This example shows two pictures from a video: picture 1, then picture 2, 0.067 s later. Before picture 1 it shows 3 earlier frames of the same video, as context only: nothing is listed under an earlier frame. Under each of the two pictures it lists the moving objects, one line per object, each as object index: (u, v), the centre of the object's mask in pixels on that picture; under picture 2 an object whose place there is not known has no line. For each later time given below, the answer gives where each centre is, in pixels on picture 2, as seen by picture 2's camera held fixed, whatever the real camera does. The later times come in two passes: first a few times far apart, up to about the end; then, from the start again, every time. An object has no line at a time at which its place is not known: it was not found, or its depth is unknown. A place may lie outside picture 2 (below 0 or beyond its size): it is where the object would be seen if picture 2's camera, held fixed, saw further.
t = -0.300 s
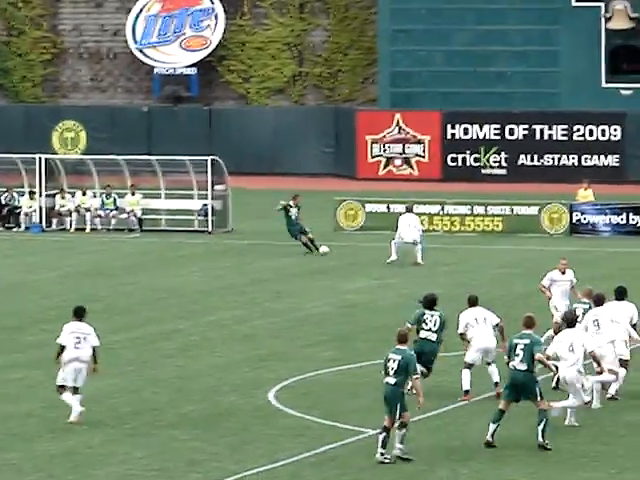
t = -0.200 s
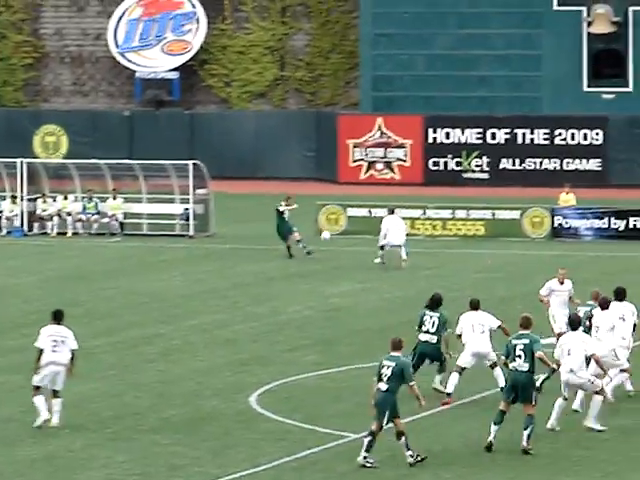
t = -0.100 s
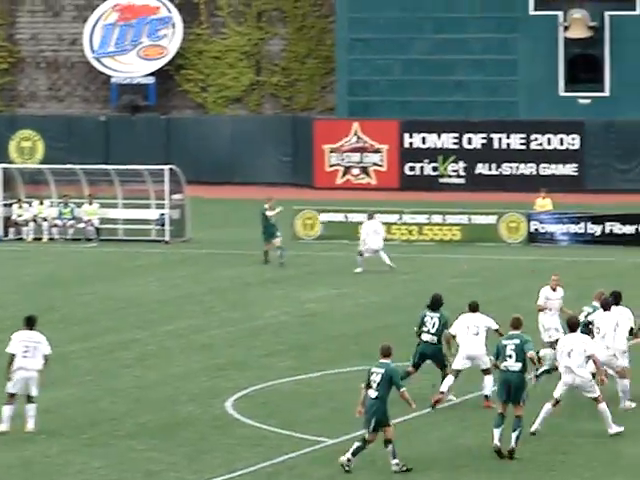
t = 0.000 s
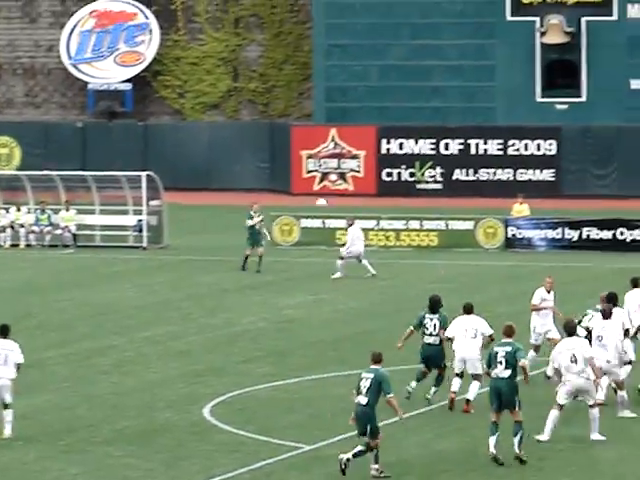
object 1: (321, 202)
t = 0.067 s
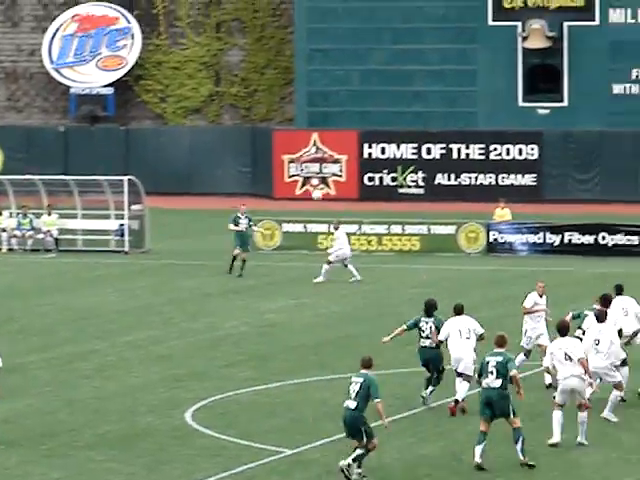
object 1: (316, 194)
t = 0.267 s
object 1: (358, 159)
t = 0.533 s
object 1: (412, 121)
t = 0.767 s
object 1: (456, 102)
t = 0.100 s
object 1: (323, 187)
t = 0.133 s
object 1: (331, 182)
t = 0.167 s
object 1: (337, 176)
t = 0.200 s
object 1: (345, 169)
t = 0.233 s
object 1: (351, 164)
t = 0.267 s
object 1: (358, 159)
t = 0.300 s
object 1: (364, 154)
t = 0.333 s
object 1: (372, 147)
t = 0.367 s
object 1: (379, 142)
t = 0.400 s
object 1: (386, 137)
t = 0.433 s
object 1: (392, 133)
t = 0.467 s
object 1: (399, 129)
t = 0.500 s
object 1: (405, 125)
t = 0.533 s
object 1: (412, 121)
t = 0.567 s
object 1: (419, 117)
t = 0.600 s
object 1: (425, 113)
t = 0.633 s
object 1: (431, 111)
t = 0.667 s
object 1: (438, 109)
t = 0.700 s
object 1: (445, 106)
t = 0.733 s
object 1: (451, 104)
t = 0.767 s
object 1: (456, 102)
